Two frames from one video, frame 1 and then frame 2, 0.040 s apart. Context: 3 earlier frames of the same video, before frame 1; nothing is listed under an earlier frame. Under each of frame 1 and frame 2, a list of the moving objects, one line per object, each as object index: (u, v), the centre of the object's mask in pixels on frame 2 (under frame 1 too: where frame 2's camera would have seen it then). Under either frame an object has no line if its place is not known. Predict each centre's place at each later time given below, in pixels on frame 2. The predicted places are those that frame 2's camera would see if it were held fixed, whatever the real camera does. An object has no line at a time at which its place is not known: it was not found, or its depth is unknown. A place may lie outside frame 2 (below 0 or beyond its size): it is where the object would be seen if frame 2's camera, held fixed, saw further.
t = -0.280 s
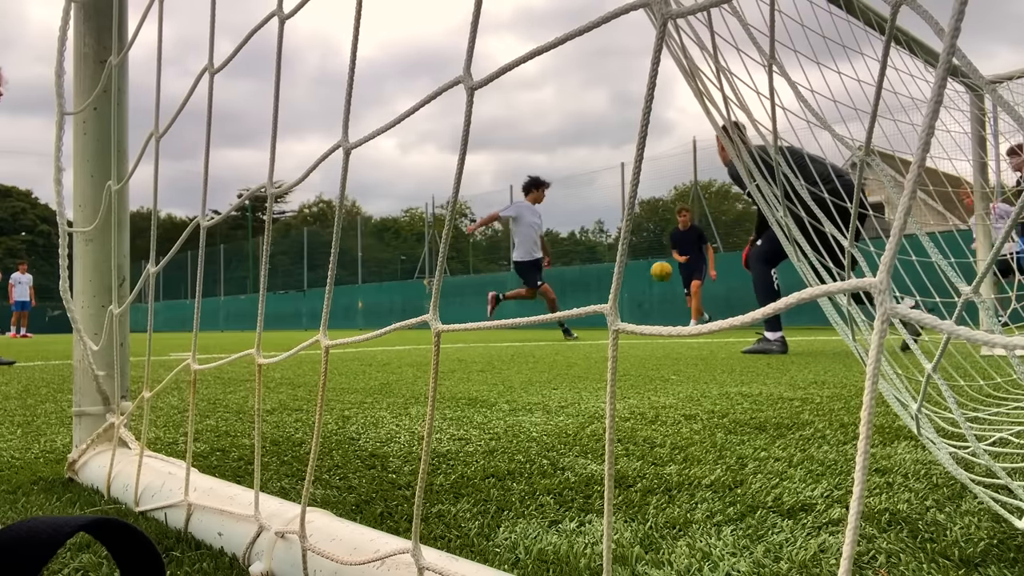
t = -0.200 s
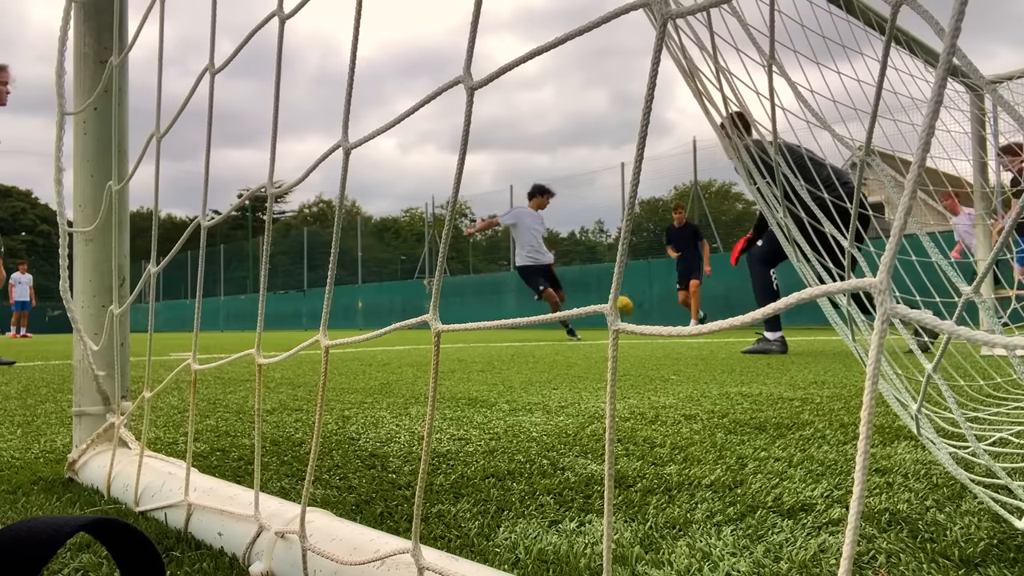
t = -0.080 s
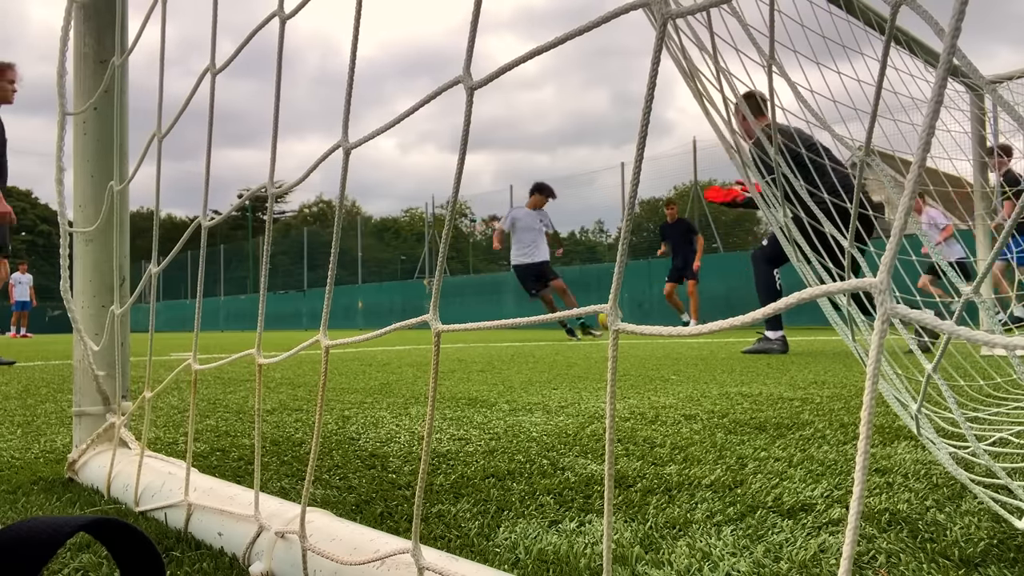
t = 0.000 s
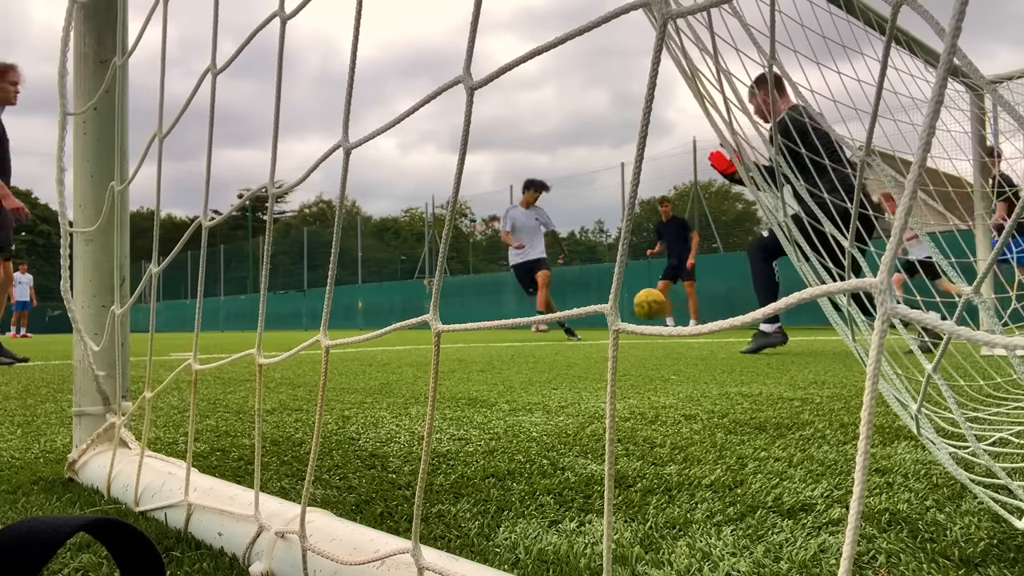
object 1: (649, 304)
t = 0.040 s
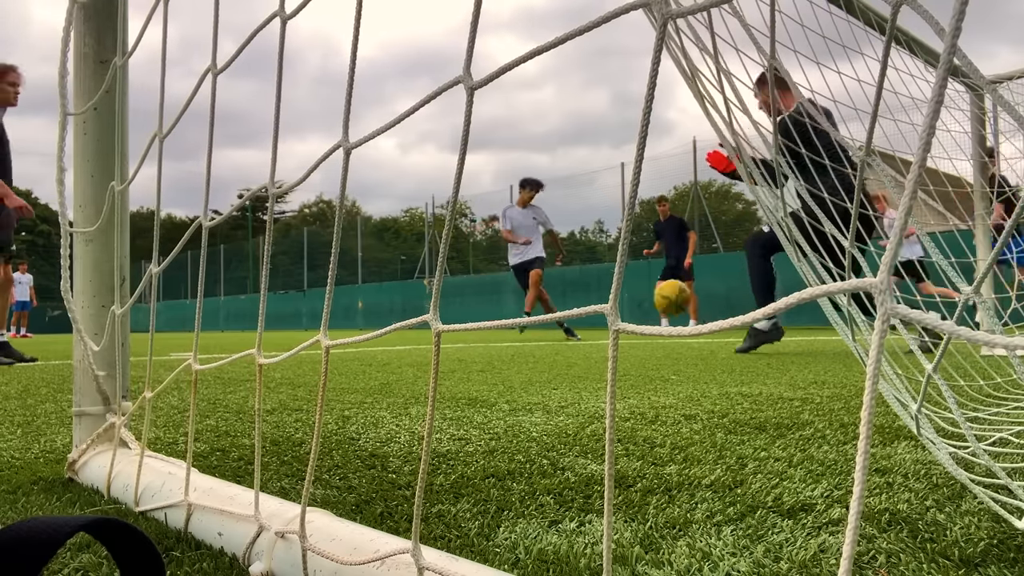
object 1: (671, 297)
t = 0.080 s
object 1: (700, 290)
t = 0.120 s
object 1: (763, 276)
